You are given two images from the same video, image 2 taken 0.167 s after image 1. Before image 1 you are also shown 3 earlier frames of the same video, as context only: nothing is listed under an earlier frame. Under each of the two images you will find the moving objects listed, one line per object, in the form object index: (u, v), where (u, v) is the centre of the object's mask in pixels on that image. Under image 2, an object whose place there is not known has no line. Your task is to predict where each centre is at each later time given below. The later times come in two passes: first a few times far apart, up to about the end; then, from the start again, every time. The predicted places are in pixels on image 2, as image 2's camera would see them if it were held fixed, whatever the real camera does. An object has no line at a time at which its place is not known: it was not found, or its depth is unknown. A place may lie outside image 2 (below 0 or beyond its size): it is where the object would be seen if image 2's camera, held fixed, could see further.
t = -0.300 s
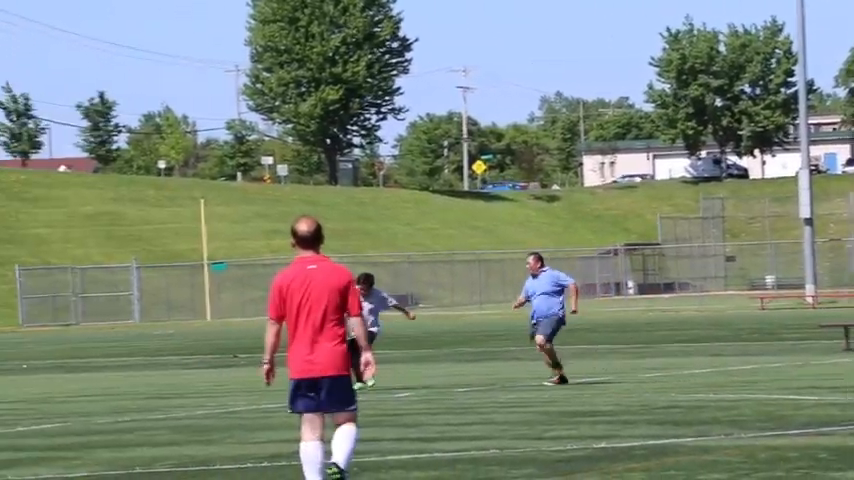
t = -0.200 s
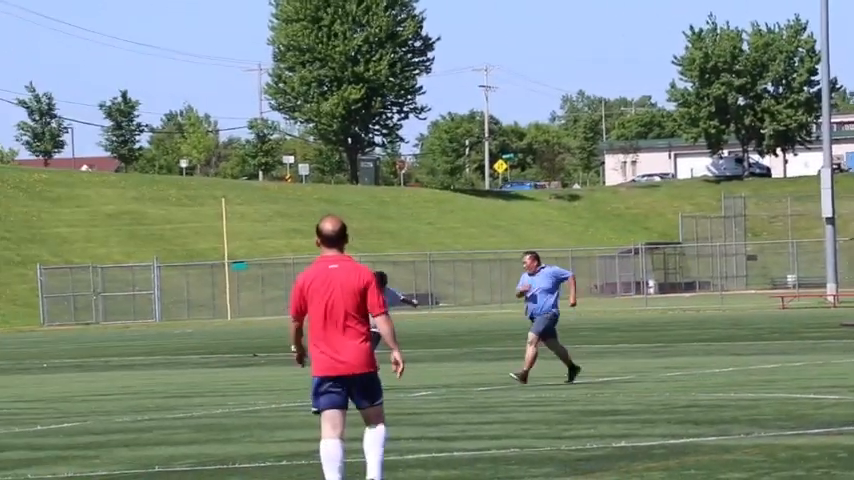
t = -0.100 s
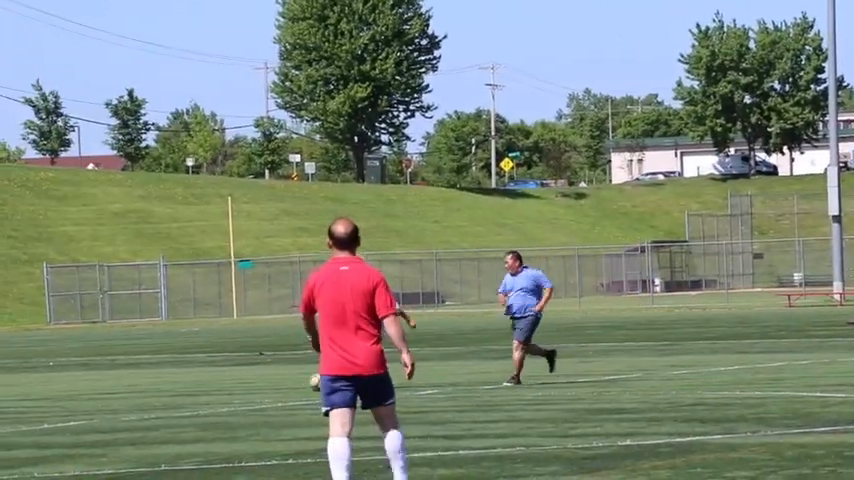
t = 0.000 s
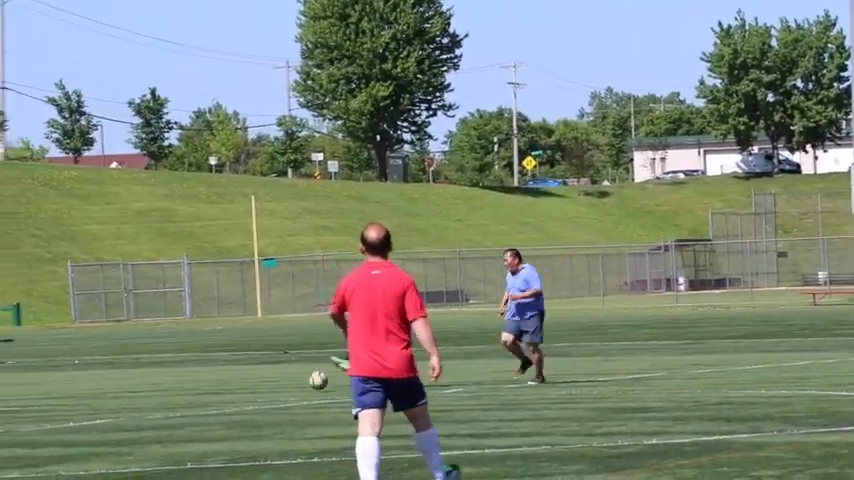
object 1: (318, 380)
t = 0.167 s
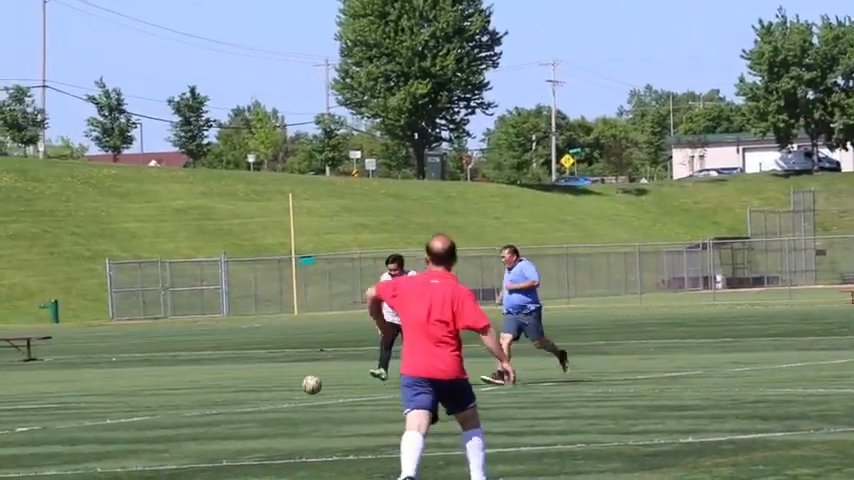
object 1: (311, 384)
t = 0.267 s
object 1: (289, 388)
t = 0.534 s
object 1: (223, 392)
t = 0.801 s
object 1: (152, 399)
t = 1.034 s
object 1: (85, 405)
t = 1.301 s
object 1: (6, 411)
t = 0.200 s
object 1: (304, 385)
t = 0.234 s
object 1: (297, 386)
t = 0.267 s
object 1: (289, 388)
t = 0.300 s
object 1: (281, 388)
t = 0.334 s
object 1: (273, 389)
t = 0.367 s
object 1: (265, 390)
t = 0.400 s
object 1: (257, 390)
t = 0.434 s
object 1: (248, 391)
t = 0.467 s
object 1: (240, 391)
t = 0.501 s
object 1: (231, 392)
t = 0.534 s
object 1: (223, 392)
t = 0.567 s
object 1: (215, 393)
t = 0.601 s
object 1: (205, 395)
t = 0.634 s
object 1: (197, 395)
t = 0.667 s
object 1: (188, 396)
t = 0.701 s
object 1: (180, 397)
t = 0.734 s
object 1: (171, 398)
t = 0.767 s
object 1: (162, 398)
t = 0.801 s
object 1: (152, 399)
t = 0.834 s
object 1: (143, 399)
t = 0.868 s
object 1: (133, 399)
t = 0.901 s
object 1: (124, 400)
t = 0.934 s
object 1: (114, 402)
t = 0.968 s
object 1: (105, 403)
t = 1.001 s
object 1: (95, 403)
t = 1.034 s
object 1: (85, 405)
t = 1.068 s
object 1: (75, 405)
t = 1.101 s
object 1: (65, 405)
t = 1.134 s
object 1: (55, 406)
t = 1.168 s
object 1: (46, 408)
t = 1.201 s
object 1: (36, 409)
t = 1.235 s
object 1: (26, 409)
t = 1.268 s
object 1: (15, 410)
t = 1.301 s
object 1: (6, 411)
